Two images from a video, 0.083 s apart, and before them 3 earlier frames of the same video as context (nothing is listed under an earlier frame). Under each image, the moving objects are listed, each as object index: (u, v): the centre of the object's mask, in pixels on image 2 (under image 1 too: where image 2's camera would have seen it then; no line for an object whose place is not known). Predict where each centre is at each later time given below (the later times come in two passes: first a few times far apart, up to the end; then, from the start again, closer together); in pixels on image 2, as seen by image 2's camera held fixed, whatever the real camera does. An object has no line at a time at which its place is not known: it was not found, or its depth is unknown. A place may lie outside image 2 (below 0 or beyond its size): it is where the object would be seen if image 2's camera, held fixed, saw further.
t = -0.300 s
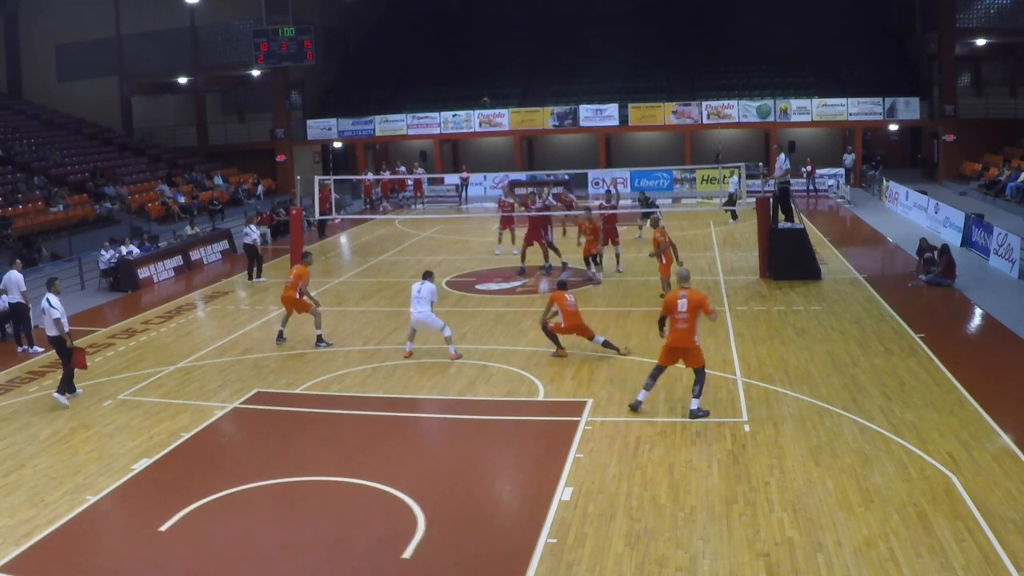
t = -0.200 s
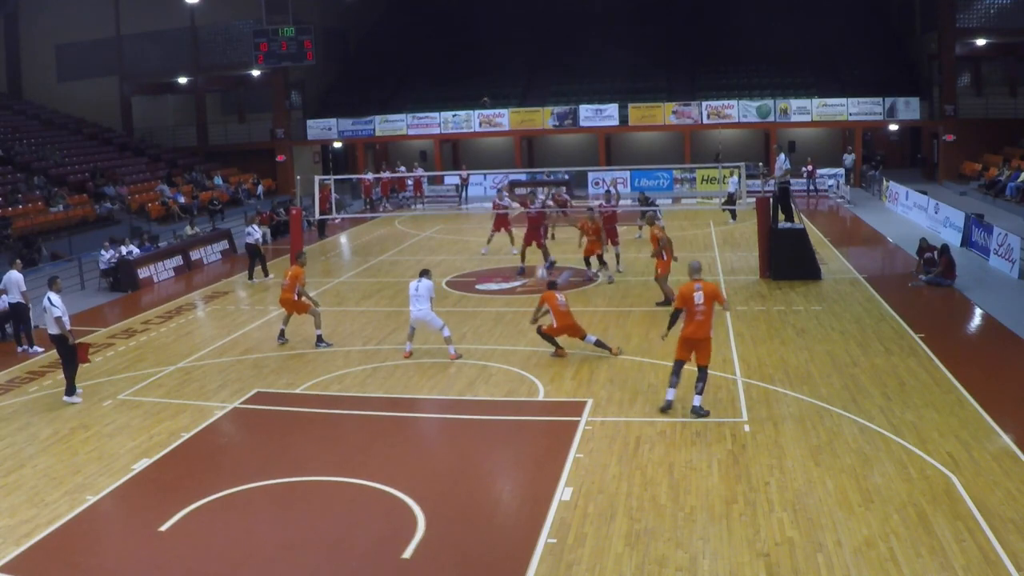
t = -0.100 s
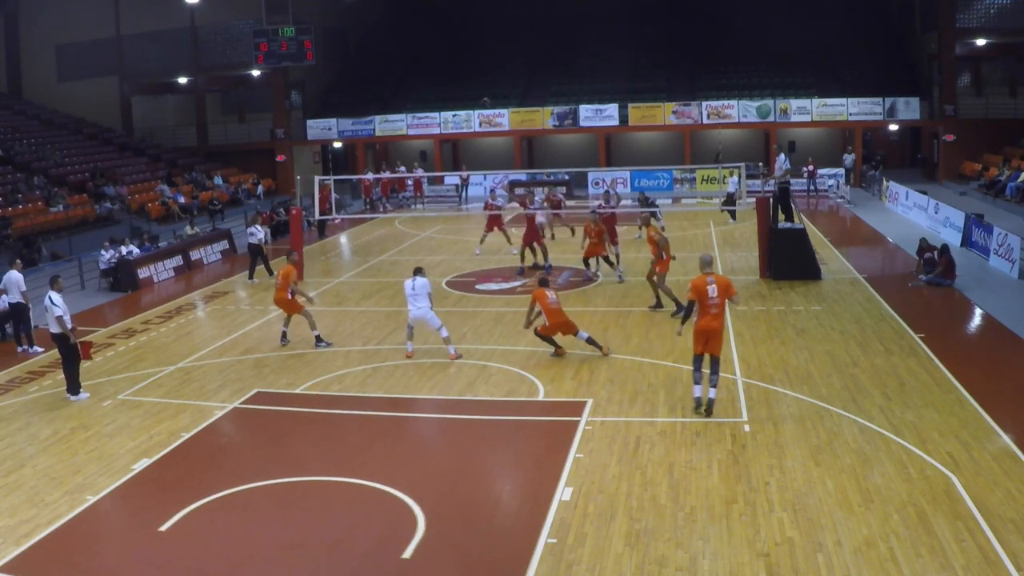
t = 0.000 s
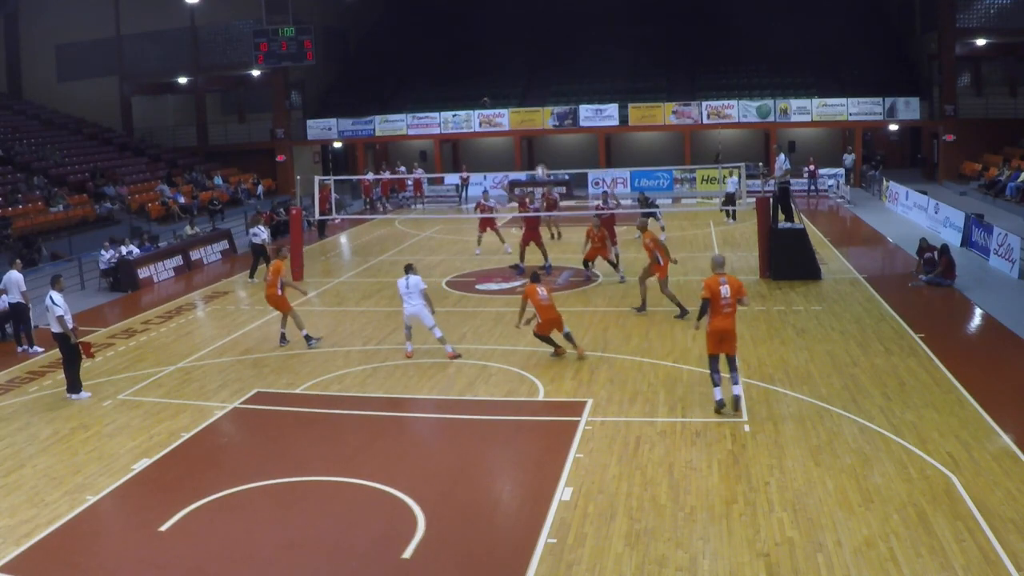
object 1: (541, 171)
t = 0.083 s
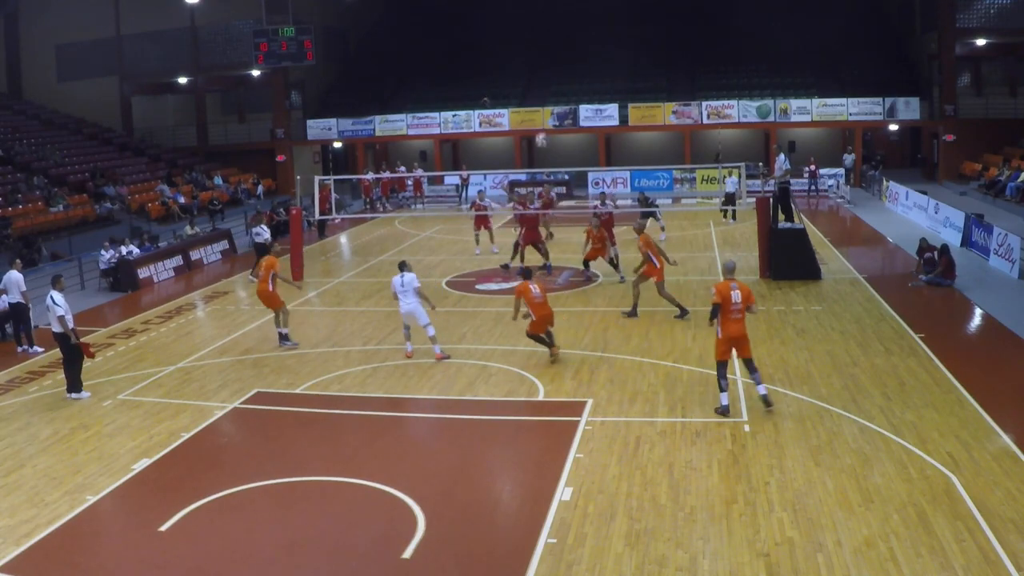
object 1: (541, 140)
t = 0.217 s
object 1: (542, 97)
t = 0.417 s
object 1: (545, 55)
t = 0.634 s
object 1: (548, 36)
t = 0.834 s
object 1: (553, 42)
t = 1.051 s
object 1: (558, 70)
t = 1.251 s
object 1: (561, 112)
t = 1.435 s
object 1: (569, 167)
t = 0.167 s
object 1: (542, 110)
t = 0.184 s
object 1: (542, 104)
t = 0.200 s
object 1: (542, 101)
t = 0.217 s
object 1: (542, 97)
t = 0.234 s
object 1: (543, 92)
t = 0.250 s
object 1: (543, 88)
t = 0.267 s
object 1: (543, 84)
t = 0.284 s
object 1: (543, 80)
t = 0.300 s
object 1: (543, 76)
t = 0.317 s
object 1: (543, 73)
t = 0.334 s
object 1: (543, 69)
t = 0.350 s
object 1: (544, 66)
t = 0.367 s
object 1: (544, 63)
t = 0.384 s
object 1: (544, 60)
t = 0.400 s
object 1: (544, 58)
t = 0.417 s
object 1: (545, 55)
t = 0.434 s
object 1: (545, 53)
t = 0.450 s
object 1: (545, 50)
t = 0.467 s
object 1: (545, 48)
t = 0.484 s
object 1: (546, 46)
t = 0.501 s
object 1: (546, 45)
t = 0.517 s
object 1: (546, 43)
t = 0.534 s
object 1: (547, 41)
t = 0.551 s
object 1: (547, 40)
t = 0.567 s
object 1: (547, 39)
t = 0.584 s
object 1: (547, 38)
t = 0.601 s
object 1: (548, 38)
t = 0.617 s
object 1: (548, 37)
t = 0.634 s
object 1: (548, 36)
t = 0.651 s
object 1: (549, 36)
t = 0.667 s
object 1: (549, 36)
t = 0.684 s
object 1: (549, 36)
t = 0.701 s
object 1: (550, 36)
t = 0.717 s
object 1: (550, 36)
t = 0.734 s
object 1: (550, 36)
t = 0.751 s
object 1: (551, 37)
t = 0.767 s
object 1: (551, 38)
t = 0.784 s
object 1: (551, 38)
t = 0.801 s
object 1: (552, 39)
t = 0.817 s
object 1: (552, 41)
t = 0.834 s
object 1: (553, 42)
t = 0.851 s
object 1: (553, 43)
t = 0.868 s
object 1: (553, 45)
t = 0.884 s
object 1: (554, 46)
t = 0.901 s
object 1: (554, 48)
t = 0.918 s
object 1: (554, 50)
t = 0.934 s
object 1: (555, 52)
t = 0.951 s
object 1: (556, 54)
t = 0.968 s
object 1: (556, 57)
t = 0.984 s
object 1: (556, 59)
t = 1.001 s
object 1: (557, 62)
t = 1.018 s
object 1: (557, 64)
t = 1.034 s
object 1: (557, 67)
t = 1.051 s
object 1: (558, 70)
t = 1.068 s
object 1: (559, 73)
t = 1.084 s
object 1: (559, 76)
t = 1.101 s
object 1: (559, 80)
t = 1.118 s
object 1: (560, 83)
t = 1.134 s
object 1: (560, 87)
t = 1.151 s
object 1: (561, 91)
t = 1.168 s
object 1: (561, 95)
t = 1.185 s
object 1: (562, 98)
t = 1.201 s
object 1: (562, 101)
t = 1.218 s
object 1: (563, 105)
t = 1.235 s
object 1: (562, 107)
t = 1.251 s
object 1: (561, 112)
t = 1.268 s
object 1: (564, 119)
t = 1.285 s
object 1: (565, 123)
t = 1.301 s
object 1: (566, 127)
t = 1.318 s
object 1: (566, 131)
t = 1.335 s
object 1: (565, 136)
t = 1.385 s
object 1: (568, 154)
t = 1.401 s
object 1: (569, 159)
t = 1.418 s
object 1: (569, 164)
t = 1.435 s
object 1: (569, 167)
